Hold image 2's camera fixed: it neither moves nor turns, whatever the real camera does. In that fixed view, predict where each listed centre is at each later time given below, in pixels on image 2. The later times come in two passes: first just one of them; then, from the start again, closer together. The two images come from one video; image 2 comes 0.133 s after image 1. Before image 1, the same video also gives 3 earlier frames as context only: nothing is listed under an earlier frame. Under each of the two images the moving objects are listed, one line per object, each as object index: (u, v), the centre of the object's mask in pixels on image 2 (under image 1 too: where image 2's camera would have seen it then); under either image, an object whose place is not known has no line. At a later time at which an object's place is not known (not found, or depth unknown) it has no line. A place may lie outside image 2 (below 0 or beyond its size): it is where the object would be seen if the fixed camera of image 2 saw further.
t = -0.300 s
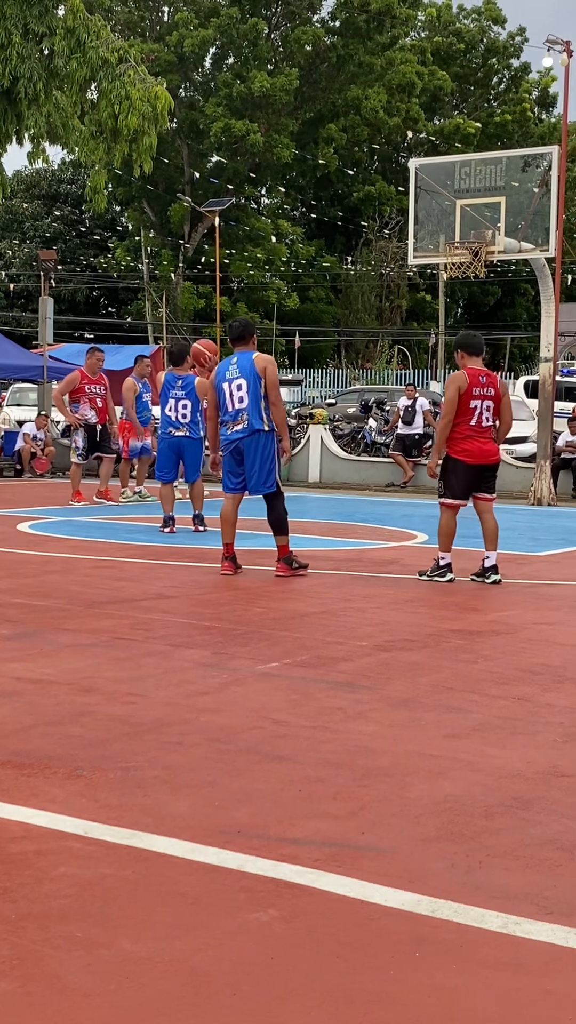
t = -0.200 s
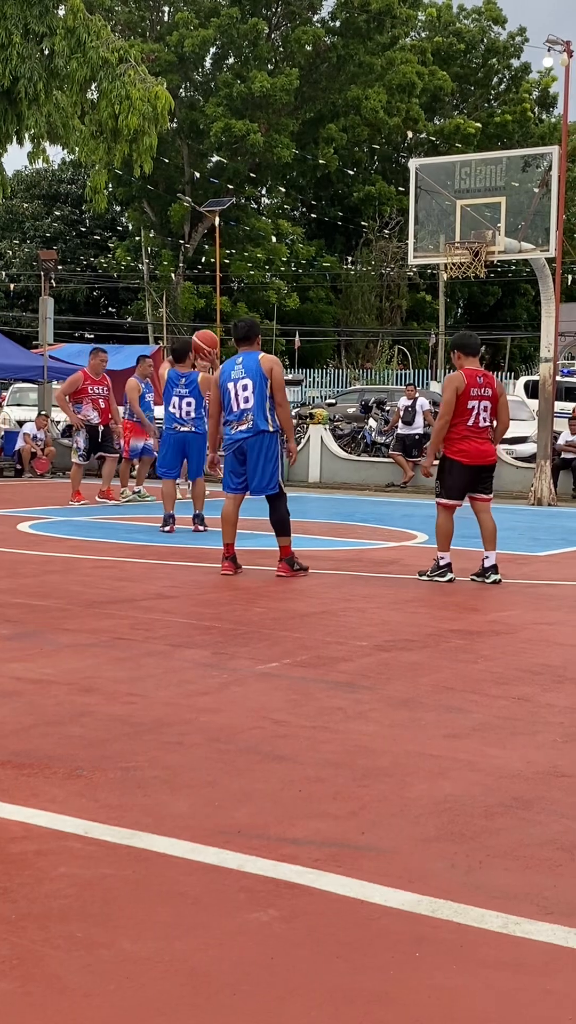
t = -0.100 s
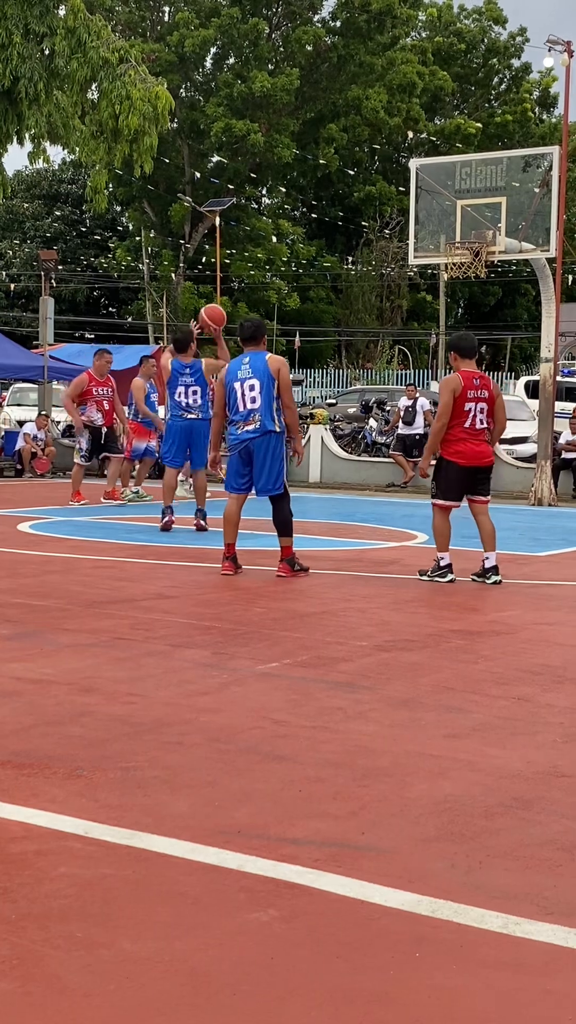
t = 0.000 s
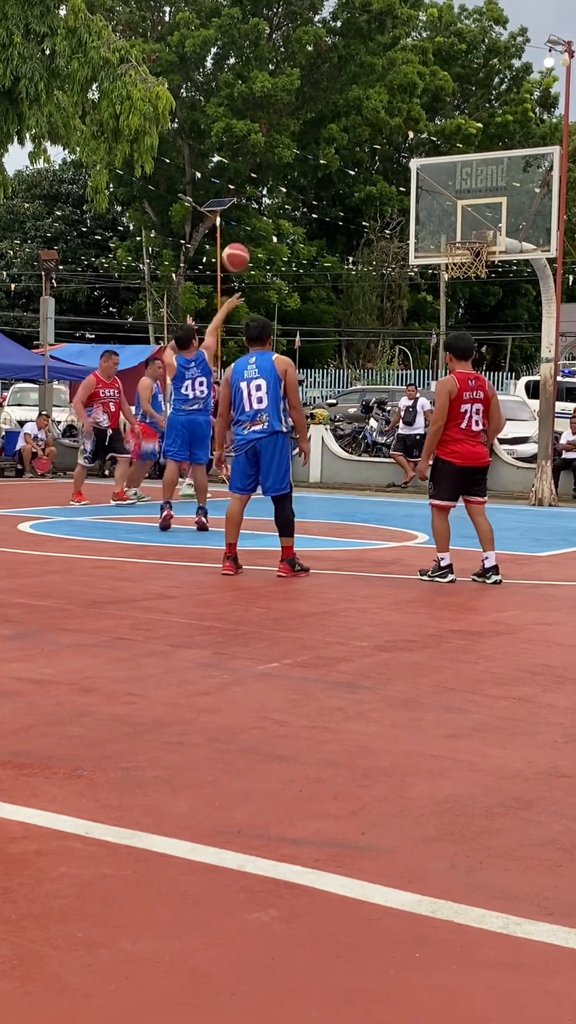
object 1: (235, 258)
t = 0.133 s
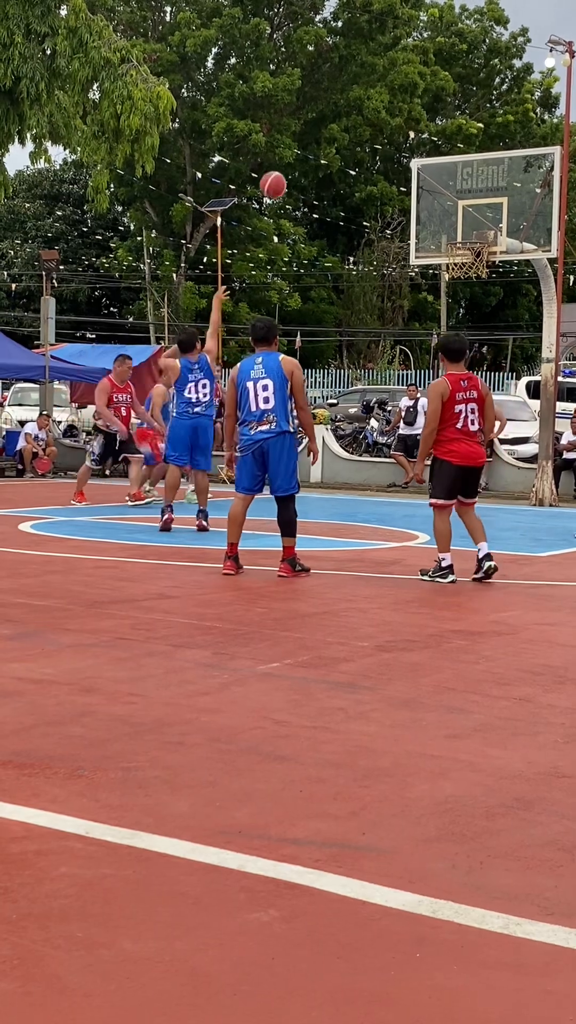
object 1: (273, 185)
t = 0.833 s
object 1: (425, 146)
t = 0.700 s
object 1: (401, 117)
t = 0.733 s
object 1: (407, 122)
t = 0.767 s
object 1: (413, 129)
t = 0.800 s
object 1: (419, 137)
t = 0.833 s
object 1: (425, 146)
